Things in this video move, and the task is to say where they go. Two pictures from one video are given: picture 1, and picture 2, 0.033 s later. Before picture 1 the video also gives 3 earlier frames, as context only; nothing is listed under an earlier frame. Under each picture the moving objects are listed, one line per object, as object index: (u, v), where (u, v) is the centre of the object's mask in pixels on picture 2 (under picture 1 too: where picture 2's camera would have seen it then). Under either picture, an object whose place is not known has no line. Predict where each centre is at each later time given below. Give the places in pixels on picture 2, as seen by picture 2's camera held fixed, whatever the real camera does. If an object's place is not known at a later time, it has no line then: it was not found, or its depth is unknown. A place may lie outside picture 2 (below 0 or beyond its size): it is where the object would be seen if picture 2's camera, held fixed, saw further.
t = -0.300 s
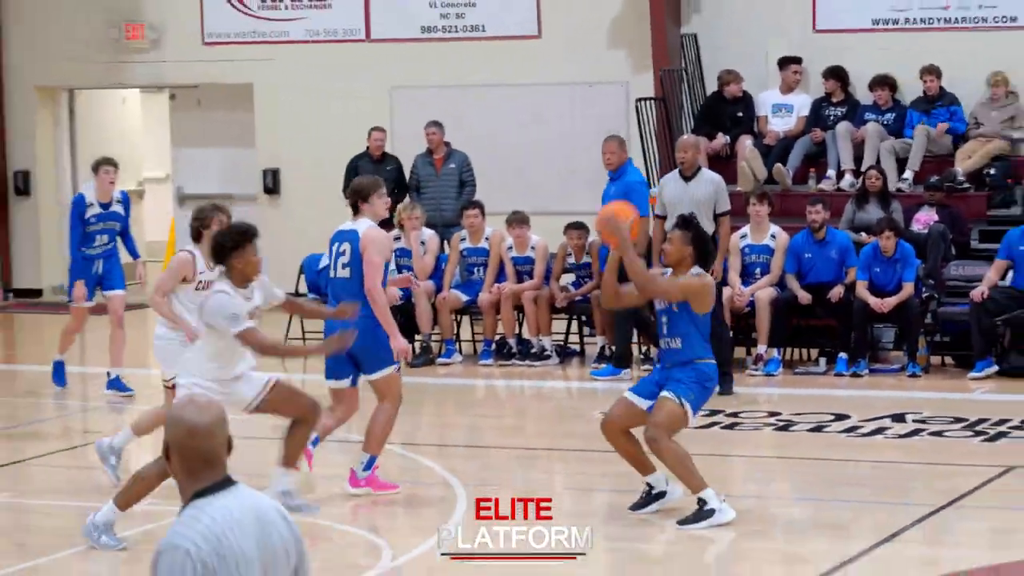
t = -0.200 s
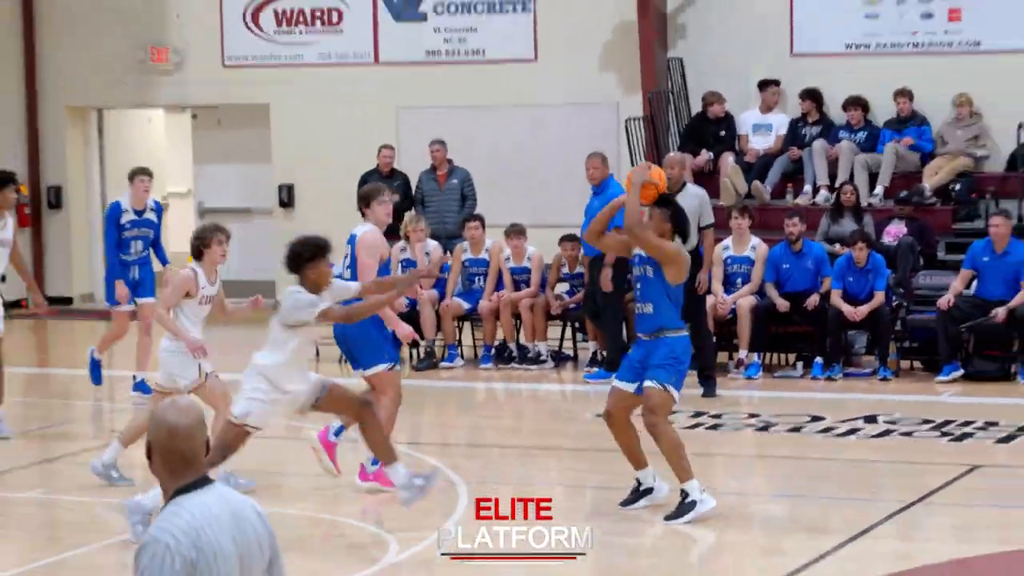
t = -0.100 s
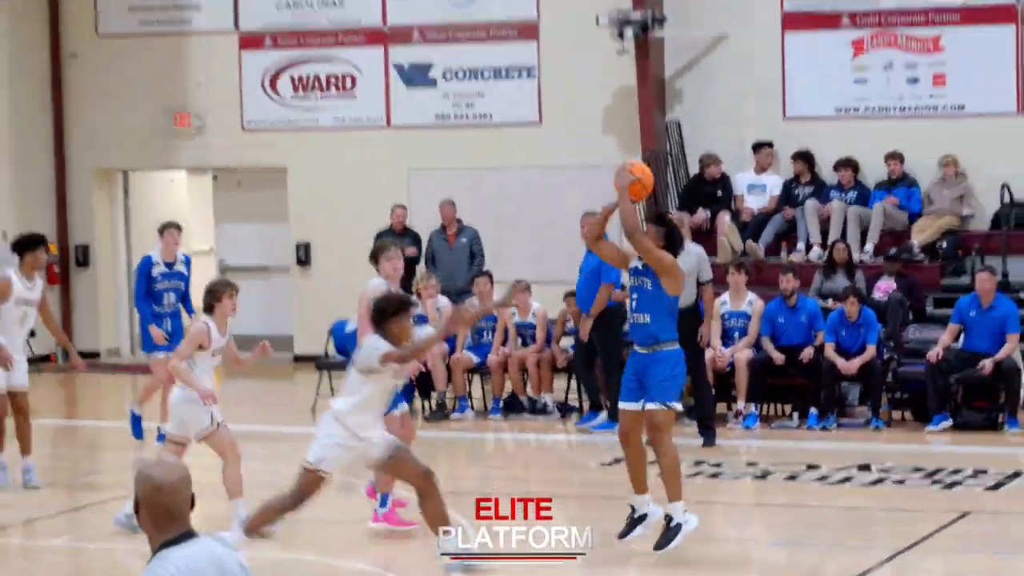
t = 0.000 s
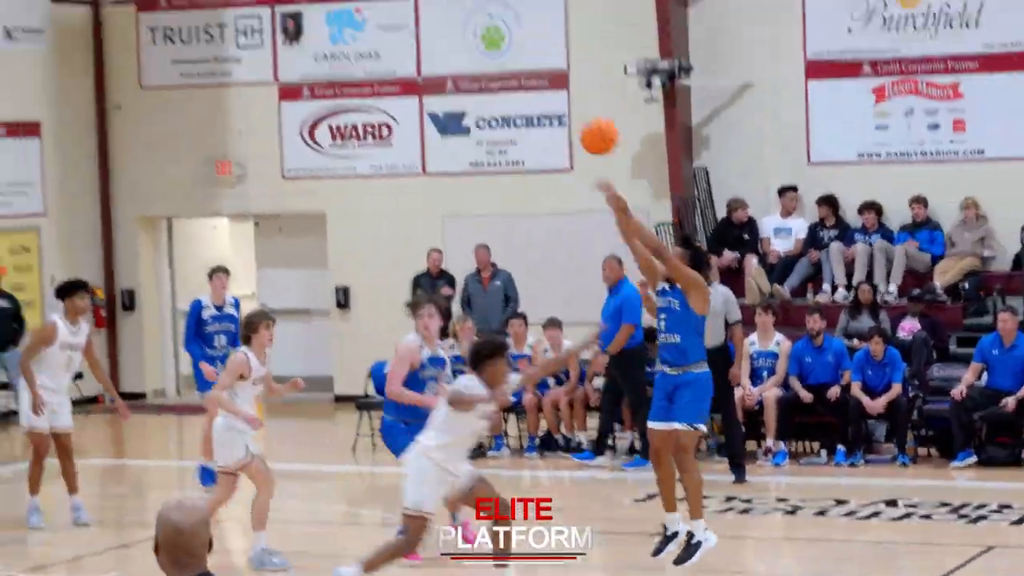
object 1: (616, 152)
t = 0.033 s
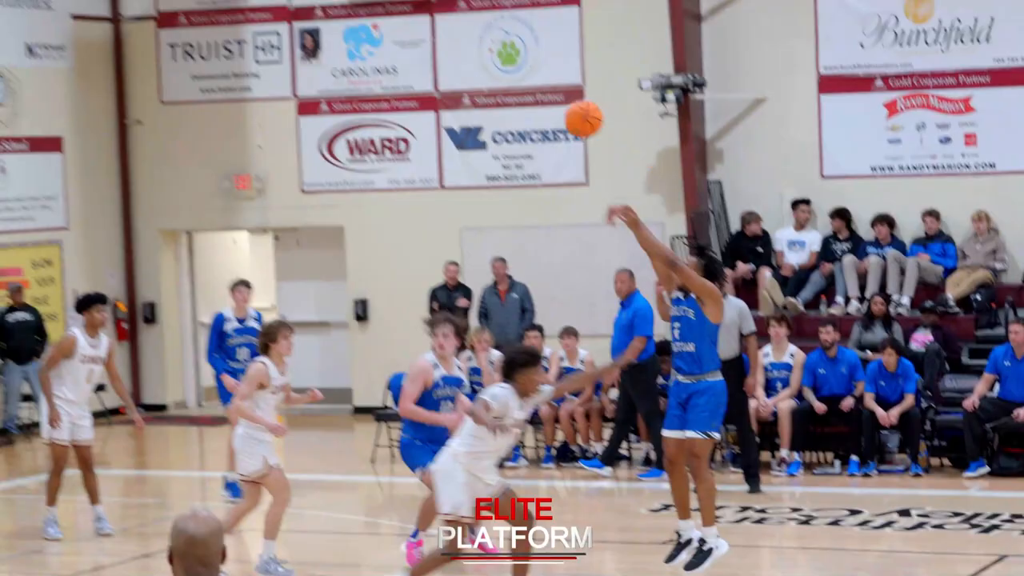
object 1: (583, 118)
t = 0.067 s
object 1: (553, 88)
